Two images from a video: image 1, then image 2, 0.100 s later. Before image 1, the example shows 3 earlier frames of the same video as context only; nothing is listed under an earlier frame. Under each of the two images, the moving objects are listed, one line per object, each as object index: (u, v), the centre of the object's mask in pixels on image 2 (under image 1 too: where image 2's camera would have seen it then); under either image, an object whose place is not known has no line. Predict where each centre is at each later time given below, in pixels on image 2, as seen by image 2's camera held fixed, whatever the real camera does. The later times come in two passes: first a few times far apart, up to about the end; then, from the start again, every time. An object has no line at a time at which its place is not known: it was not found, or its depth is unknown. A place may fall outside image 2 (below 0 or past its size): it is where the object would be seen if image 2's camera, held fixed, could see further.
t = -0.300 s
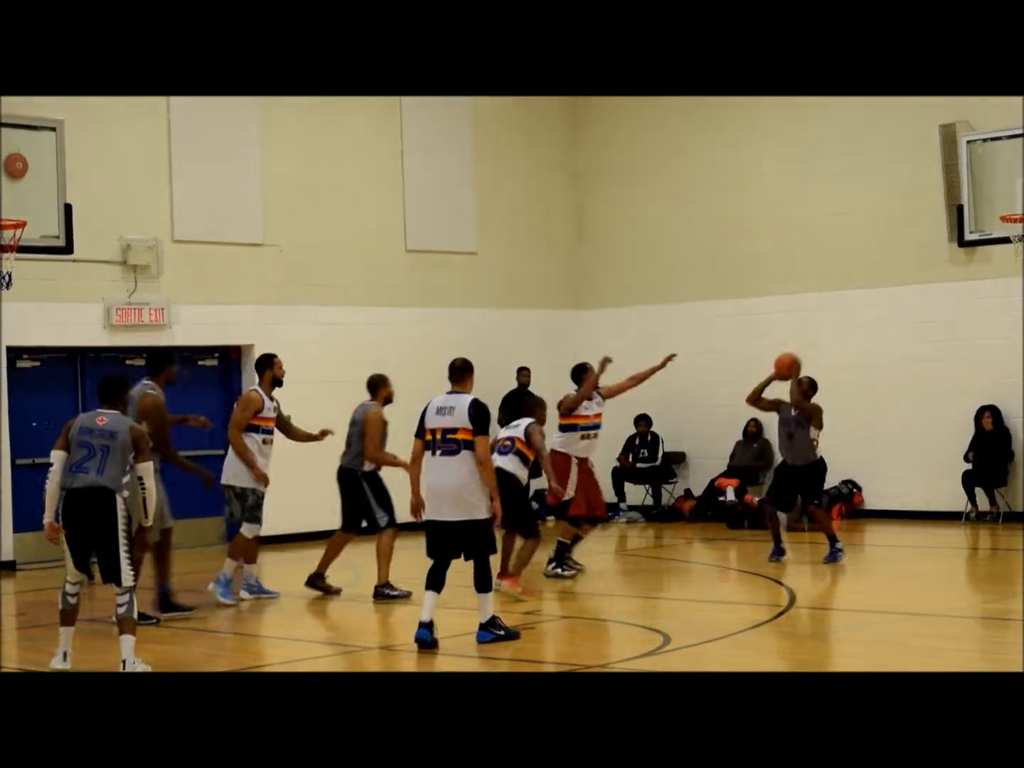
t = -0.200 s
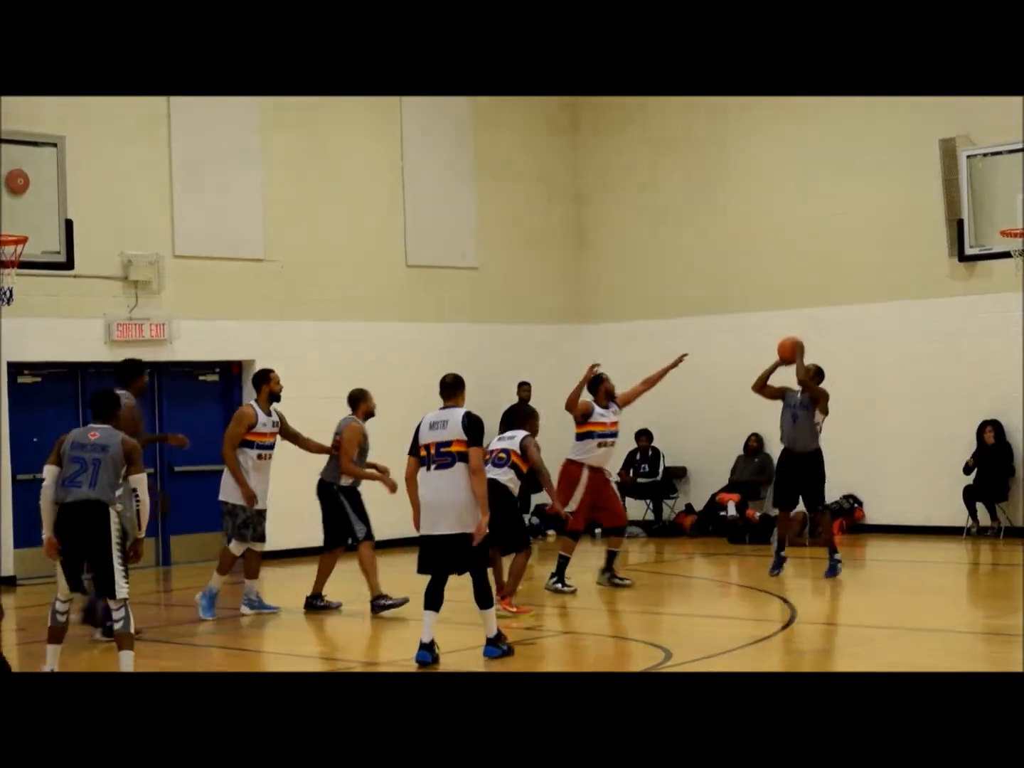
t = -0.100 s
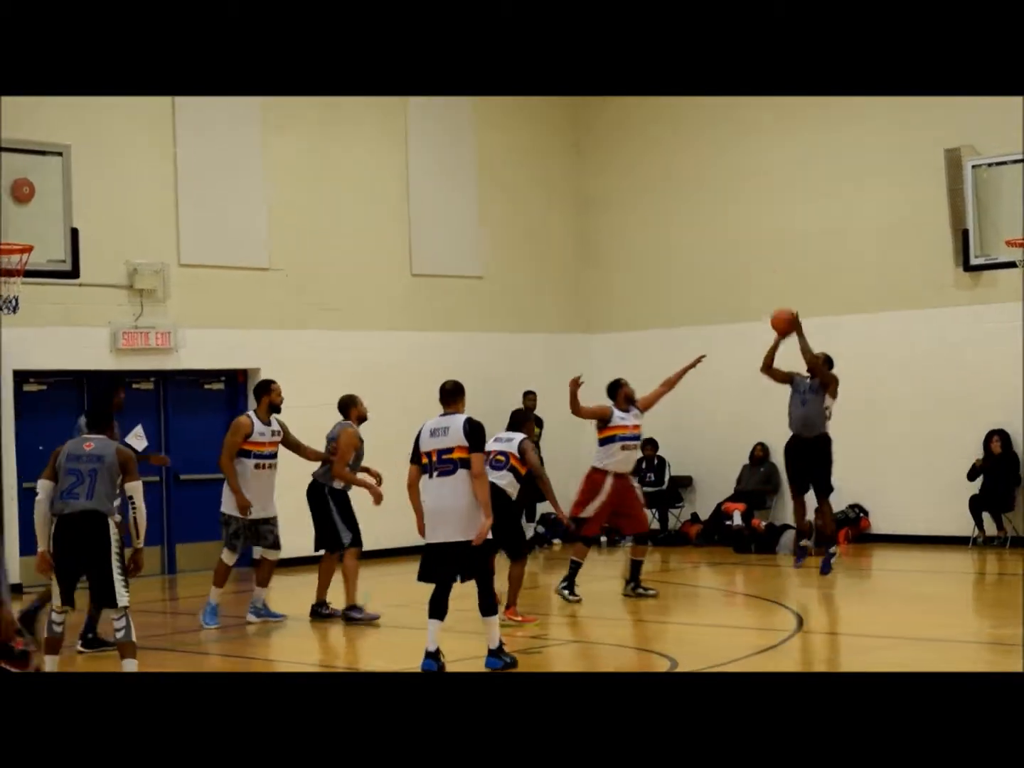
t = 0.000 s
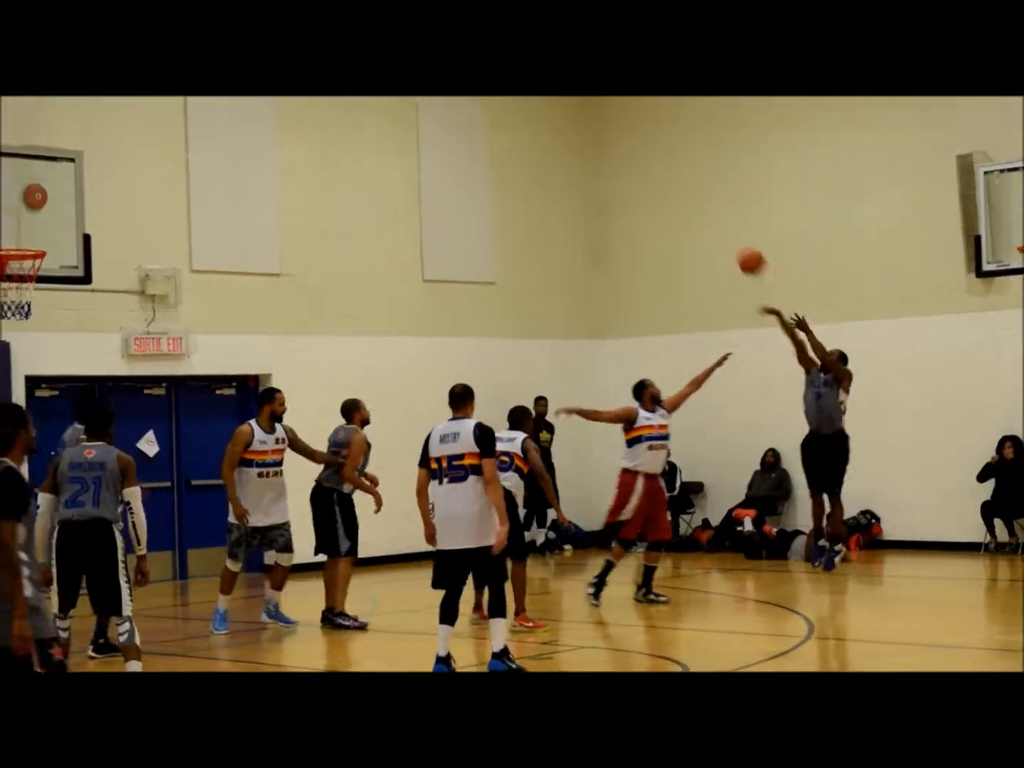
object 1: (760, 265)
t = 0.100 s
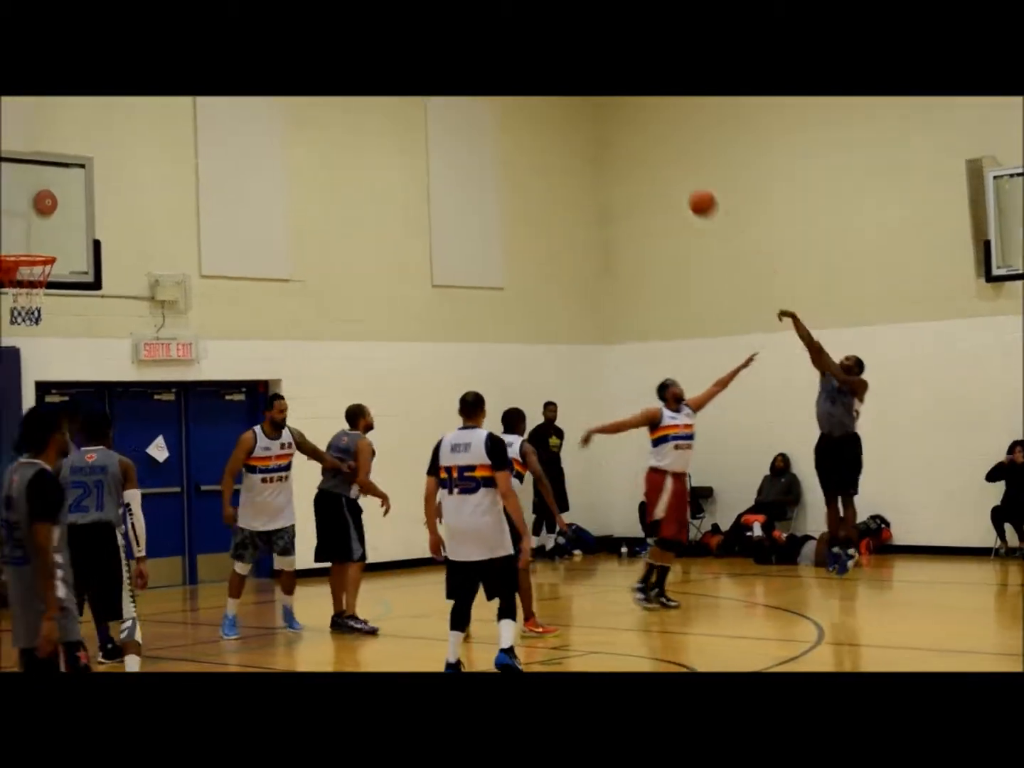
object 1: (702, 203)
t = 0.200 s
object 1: (645, 151)
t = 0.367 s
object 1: (548, 99)
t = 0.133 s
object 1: (683, 185)
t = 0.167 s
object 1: (664, 167)
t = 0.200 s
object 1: (645, 151)
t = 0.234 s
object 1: (625, 136)
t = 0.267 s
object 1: (606, 122)
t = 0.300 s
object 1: (587, 110)
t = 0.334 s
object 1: (567, 103)
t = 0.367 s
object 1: (548, 99)
